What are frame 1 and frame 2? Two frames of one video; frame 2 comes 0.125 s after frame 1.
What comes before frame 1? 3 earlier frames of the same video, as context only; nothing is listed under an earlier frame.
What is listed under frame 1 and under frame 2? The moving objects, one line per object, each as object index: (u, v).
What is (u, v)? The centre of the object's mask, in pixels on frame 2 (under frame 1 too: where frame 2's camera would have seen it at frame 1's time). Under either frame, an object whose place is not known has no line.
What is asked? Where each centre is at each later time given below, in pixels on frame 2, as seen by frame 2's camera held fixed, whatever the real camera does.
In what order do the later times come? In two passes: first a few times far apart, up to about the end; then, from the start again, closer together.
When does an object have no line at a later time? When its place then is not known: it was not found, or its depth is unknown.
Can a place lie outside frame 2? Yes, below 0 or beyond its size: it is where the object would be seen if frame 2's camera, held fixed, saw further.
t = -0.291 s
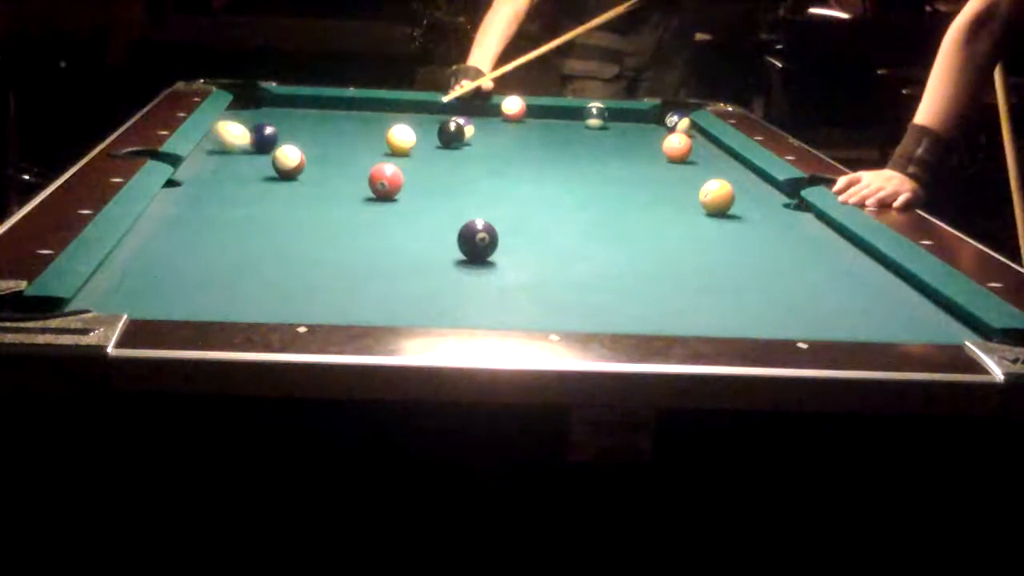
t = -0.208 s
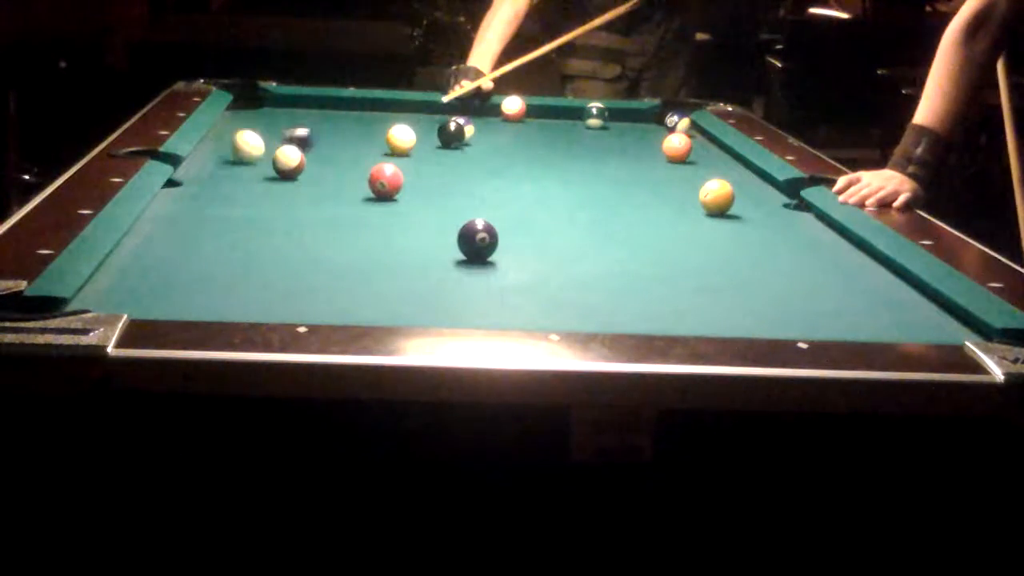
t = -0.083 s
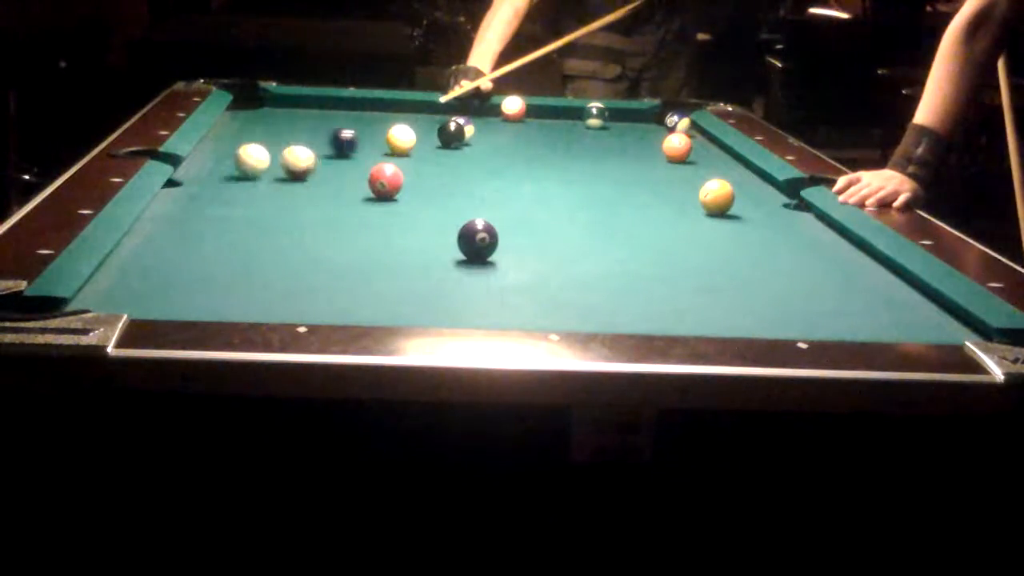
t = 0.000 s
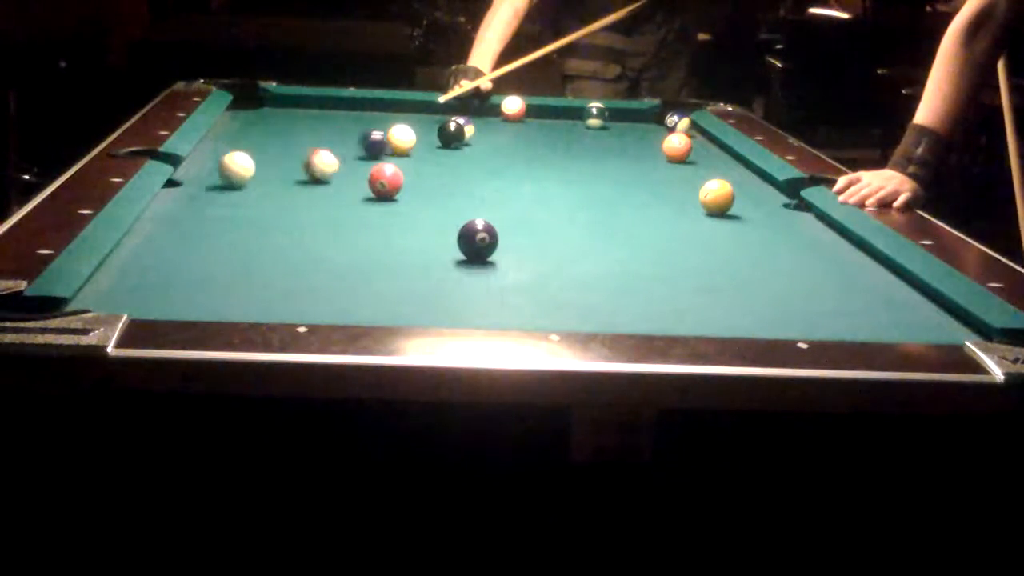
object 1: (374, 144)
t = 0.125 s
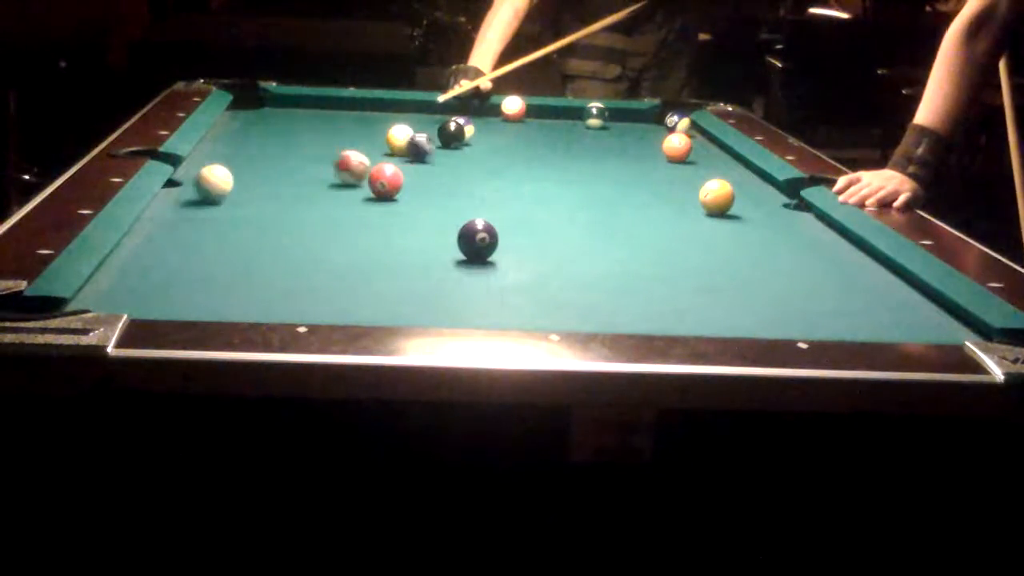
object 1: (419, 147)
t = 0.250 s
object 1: (463, 149)
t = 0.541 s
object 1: (562, 154)
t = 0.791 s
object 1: (643, 158)
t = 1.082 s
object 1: (736, 162)
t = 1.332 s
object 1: (695, 162)
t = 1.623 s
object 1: (649, 161)
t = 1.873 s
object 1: (611, 159)
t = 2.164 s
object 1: (571, 159)
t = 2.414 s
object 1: (540, 158)
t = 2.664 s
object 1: (511, 158)
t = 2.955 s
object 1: (481, 157)
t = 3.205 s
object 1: (458, 157)
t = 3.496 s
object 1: (435, 156)
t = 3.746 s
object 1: (419, 156)
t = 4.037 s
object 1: (403, 154)
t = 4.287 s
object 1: (393, 153)
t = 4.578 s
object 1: (384, 152)
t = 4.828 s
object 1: (380, 152)
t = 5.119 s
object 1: (379, 152)
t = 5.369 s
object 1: (379, 152)
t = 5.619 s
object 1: (379, 152)
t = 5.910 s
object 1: (379, 152)
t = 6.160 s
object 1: (378, 152)
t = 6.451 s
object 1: (379, 152)
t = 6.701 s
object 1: (379, 152)
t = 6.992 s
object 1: (379, 152)
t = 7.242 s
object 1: (379, 152)
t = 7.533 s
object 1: (379, 152)
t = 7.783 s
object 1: (379, 152)
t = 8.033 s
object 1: (379, 152)
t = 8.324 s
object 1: (379, 152)
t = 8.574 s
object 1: (379, 152)
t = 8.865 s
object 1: (379, 152)
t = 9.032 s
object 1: (379, 152)
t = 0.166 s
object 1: (433, 148)
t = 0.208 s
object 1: (448, 148)
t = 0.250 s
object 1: (463, 149)
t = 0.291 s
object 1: (476, 150)
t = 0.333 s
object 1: (491, 151)
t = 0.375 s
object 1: (505, 152)
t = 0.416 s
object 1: (519, 152)
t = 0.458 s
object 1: (534, 152)
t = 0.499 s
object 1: (547, 153)
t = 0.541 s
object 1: (562, 154)
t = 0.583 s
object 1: (575, 155)
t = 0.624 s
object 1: (589, 156)
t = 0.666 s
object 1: (603, 157)
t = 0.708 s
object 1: (615, 157)
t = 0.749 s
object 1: (629, 158)
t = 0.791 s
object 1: (643, 158)
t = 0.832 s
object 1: (656, 159)
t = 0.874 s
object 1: (669, 160)
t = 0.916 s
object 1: (684, 160)
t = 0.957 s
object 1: (697, 161)
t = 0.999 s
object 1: (711, 161)
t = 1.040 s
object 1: (722, 161)
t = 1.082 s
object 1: (736, 162)
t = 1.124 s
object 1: (732, 162)
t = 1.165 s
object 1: (724, 161)
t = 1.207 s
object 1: (717, 160)
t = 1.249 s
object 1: (709, 162)
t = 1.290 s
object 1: (703, 161)
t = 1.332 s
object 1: (695, 162)
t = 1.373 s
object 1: (689, 161)
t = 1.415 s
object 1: (682, 161)
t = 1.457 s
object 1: (675, 160)
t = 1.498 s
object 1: (668, 161)
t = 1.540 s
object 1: (662, 161)
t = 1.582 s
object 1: (656, 161)
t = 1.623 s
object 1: (649, 161)
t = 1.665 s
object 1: (643, 160)
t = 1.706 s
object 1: (636, 160)
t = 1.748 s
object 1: (630, 160)
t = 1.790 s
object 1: (624, 160)
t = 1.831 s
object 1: (618, 159)
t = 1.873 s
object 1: (611, 159)
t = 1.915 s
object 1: (605, 159)
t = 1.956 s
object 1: (600, 160)
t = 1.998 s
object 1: (594, 159)
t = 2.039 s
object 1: (588, 159)
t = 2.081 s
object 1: (583, 159)
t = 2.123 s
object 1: (577, 159)
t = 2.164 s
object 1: (571, 159)
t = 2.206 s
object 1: (566, 159)
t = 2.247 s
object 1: (560, 159)
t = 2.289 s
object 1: (555, 159)
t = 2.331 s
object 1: (550, 158)
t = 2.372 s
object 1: (545, 158)
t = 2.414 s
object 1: (540, 158)
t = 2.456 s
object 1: (535, 158)
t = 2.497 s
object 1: (530, 158)
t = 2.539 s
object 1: (525, 158)
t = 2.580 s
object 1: (520, 158)
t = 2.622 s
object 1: (515, 158)
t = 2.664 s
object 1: (511, 158)
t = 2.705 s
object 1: (506, 158)
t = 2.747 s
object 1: (502, 157)
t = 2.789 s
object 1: (498, 157)
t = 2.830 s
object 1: (493, 157)
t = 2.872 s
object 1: (489, 157)
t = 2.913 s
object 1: (485, 157)
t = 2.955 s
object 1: (481, 157)
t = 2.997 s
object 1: (477, 157)
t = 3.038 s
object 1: (473, 157)
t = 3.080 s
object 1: (469, 157)
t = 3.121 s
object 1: (465, 157)
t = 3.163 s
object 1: (462, 156)
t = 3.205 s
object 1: (458, 157)
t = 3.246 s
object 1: (455, 156)
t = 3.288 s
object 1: (451, 156)
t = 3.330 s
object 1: (448, 156)
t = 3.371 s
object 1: (445, 156)
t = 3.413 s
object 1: (442, 156)
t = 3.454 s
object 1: (438, 156)
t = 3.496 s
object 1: (435, 156)
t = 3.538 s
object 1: (432, 156)
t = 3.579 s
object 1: (429, 156)
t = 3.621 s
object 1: (426, 156)
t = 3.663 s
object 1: (424, 156)
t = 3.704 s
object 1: (421, 156)
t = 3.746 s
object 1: (419, 156)
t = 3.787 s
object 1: (416, 156)
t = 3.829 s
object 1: (414, 155)
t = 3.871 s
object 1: (412, 155)
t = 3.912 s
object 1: (410, 155)
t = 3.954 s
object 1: (407, 155)
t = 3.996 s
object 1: (405, 155)
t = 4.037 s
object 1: (403, 154)
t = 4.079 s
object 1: (401, 154)
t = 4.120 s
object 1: (400, 154)
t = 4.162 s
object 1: (398, 153)
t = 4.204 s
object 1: (396, 153)
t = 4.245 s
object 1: (395, 153)
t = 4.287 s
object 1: (393, 153)
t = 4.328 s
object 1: (392, 152)
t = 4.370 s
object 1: (390, 152)
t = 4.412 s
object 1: (388, 152)
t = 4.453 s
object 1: (387, 152)
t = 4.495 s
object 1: (386, 152)
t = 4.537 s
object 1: (385, 152)
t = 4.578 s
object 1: (384, 152)
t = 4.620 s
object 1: (383, 152)
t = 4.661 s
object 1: (382, 152)
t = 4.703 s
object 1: (381, 152)
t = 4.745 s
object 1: (381, 152)
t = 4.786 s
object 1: (380, 152)
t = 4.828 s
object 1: (380, 152)
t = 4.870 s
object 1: (380, 152)
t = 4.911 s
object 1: (379, 152)
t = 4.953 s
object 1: (379, 152)
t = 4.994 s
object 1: (379, 152)
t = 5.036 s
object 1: (379, 152)
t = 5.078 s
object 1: (379, 152)
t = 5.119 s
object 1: (379, 152)
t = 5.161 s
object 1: (379, 152)
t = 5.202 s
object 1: (379, 152)
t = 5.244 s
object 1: (379, 152)
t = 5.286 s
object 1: (379, 152)
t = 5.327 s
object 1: (379, 152)
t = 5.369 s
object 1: (379, 152)
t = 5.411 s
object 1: (379, 152)
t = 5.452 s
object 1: (379, 152)
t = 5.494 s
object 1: (379, 152)
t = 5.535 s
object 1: (379, 152)
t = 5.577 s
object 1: (379, 152)
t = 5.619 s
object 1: (379, 152)
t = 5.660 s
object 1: (379, 152)
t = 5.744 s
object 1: (379, 152)
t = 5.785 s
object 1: (379, 152)
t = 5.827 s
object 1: (379, 152)
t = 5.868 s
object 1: (379, 152)
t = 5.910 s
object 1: (379, 152)
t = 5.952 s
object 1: (379, 152)
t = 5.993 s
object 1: (379, 152)
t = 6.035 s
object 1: (378, 152)
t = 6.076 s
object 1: (378, 152)
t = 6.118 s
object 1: (378, 152)
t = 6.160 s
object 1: (378, 152)
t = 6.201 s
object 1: (378, 152)
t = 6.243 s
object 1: (378, 152)
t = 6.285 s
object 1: (378, 152)
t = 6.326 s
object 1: (378, 152)
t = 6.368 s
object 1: (378, 152)
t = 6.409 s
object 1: (379, 152)
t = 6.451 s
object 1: (379, 152)
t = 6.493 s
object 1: (379, 152)
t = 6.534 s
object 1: (379, 152)
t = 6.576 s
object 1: (379, 152)
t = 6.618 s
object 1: (379, 152)
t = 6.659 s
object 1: (379, 152)
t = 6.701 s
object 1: (379, 152)
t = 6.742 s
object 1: (379, 152)
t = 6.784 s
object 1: (379, 152)
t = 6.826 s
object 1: (379, 152)
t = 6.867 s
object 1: (379, 152)
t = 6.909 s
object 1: (379, 152)
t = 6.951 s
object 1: (379, 152)
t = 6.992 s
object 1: (379, 152)
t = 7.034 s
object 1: (379, 152)
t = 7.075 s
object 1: (379, 152)
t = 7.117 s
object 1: (379, 152)
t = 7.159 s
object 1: (379, 152)
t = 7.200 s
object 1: (379, 152)
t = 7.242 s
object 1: (379, 152)
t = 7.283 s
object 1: (379, 152)
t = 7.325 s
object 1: (379, 152)
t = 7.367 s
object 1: (379, 152)
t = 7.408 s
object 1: (379, 152)
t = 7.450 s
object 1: (379, 152)
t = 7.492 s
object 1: (379, 152)
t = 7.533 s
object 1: (379, 152)
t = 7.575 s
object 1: (379, 152)
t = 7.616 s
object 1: (379, 152)
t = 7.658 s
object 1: (379, 152)
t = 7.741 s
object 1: (379, 152)
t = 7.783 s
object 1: (379, 152)
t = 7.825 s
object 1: (379, 152)
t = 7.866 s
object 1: (379, 152)
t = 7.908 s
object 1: (379, 152)
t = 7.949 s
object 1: (379, 152)
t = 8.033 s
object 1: (379, 152)
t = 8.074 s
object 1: (379, 152)
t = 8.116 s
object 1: (379, 152)
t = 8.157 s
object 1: (379, 152)
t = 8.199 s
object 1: (379, 152)
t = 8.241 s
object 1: (379, 152)
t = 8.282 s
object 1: (379, 152)
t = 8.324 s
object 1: (379, 152)
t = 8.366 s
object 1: (379, 152)
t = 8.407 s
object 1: (379, 152)
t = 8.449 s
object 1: (379, 152)
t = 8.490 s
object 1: (379, 152)
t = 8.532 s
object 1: (379, 152)
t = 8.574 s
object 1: (379, 152)
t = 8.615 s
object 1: (379, 152)
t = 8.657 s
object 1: (381, 145)
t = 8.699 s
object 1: (379, 152)
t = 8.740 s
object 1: (379, 152)
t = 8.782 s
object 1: (379, 152)
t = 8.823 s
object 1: (379, 152)
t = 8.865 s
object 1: (379, 152)
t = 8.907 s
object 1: (379, 152)
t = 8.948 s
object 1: (379, 152)
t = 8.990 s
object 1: (379, 152)
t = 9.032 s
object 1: (379, 152)
